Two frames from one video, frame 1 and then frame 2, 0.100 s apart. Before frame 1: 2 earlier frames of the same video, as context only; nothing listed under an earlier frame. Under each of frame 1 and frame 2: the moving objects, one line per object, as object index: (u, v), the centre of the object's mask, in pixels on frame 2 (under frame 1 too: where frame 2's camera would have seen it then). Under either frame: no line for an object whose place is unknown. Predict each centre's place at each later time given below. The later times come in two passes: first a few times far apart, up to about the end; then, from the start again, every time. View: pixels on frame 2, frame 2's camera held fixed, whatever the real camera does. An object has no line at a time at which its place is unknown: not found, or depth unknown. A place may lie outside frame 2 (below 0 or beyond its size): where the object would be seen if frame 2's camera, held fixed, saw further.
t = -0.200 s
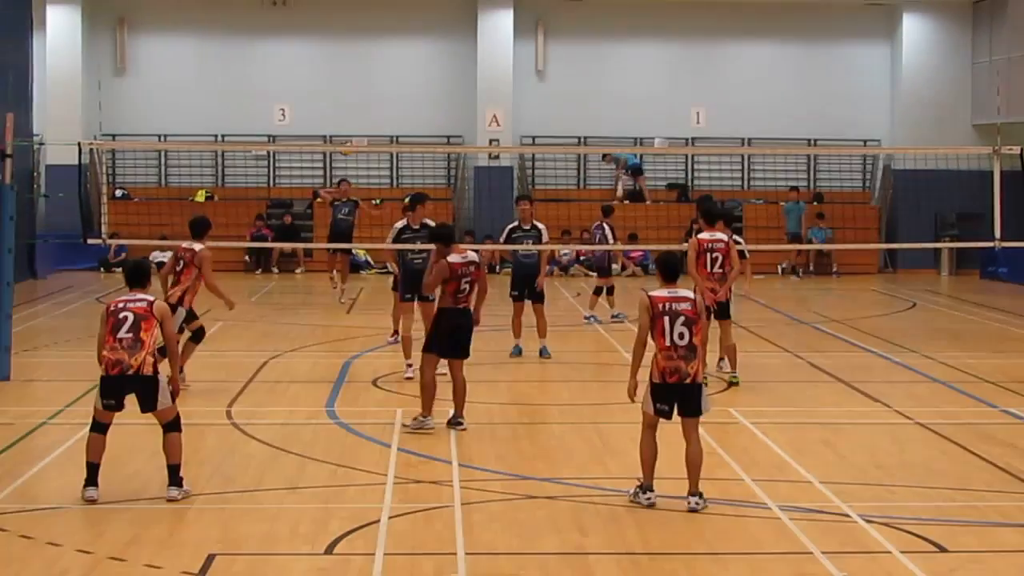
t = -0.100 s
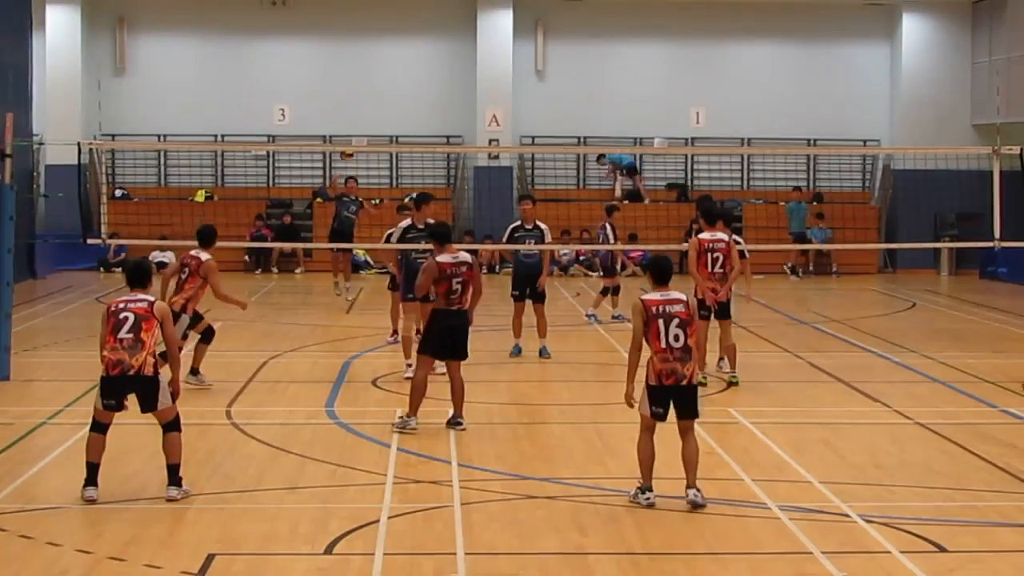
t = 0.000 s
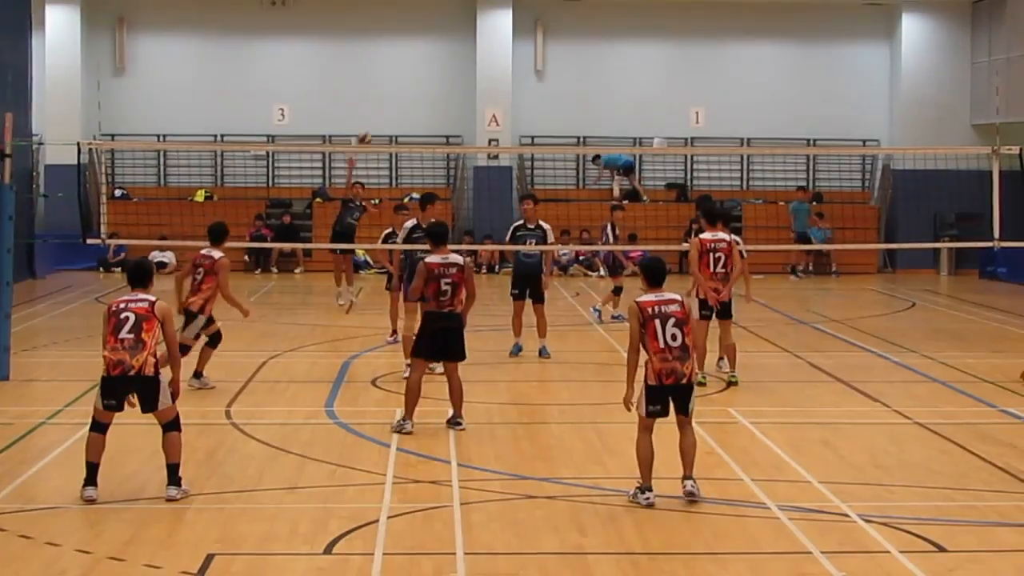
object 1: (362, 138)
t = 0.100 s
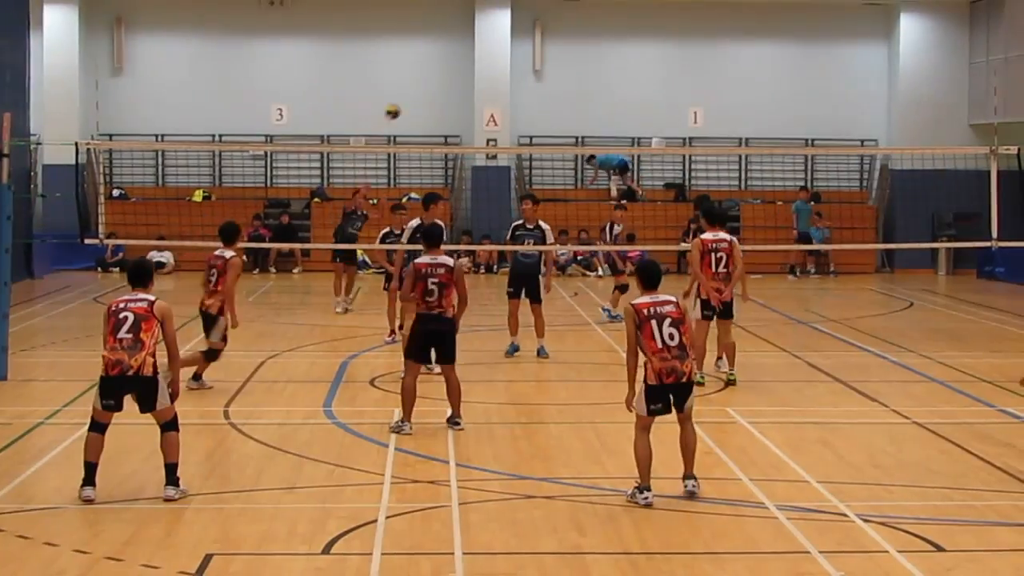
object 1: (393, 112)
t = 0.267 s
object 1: (451, 79)
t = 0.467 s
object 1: (533, 66)
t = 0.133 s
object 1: (403, 104)
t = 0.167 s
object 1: (415, 97)
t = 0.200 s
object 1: (426, 90)
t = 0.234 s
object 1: (438, 84)
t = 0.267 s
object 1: (451, 79)
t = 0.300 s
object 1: (463, 74)
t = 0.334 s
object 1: (476, 70)
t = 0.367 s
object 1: (490, 67)
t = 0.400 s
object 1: (503, 66)
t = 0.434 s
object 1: (518, 66)
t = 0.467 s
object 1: (533, 66)
